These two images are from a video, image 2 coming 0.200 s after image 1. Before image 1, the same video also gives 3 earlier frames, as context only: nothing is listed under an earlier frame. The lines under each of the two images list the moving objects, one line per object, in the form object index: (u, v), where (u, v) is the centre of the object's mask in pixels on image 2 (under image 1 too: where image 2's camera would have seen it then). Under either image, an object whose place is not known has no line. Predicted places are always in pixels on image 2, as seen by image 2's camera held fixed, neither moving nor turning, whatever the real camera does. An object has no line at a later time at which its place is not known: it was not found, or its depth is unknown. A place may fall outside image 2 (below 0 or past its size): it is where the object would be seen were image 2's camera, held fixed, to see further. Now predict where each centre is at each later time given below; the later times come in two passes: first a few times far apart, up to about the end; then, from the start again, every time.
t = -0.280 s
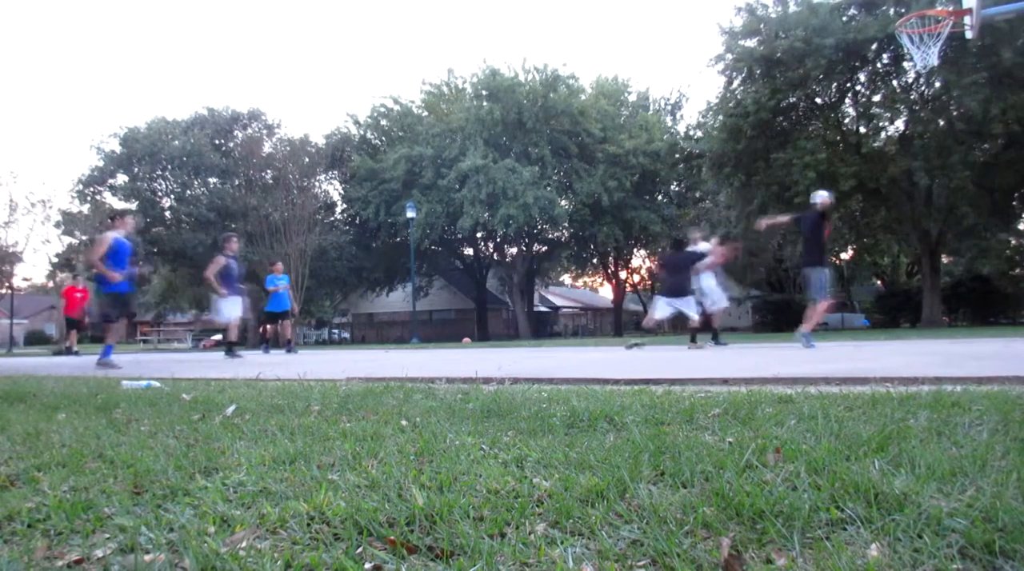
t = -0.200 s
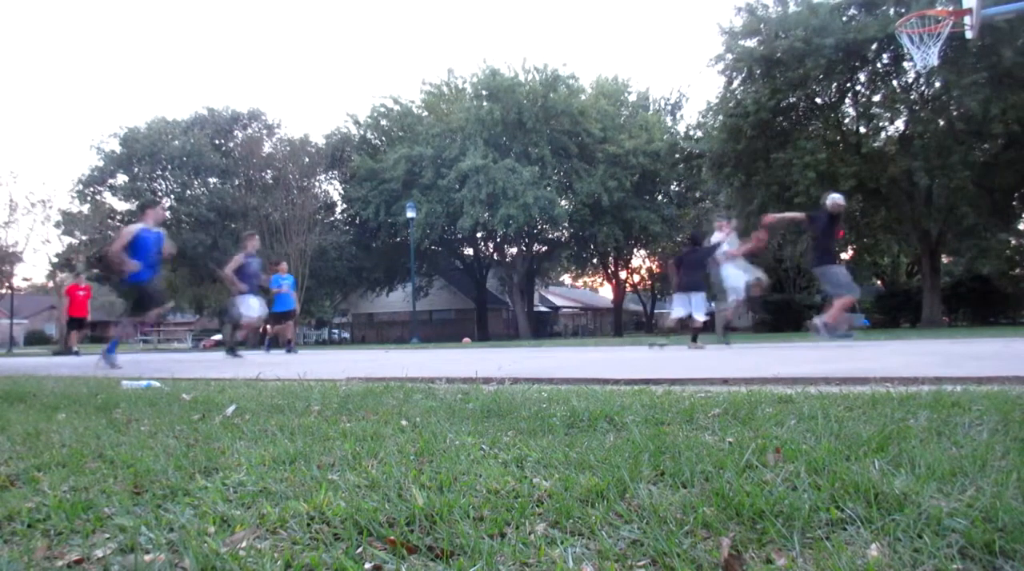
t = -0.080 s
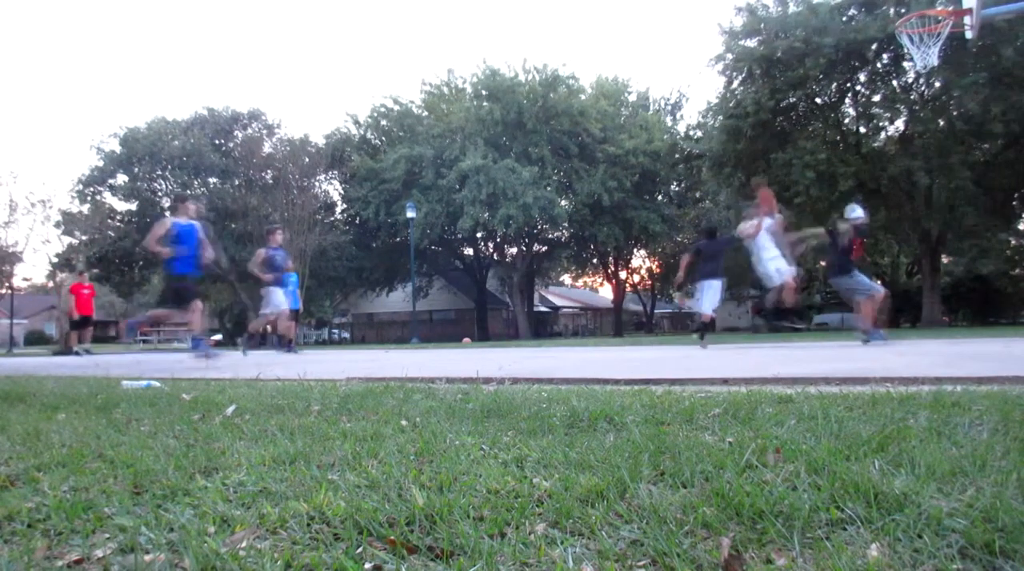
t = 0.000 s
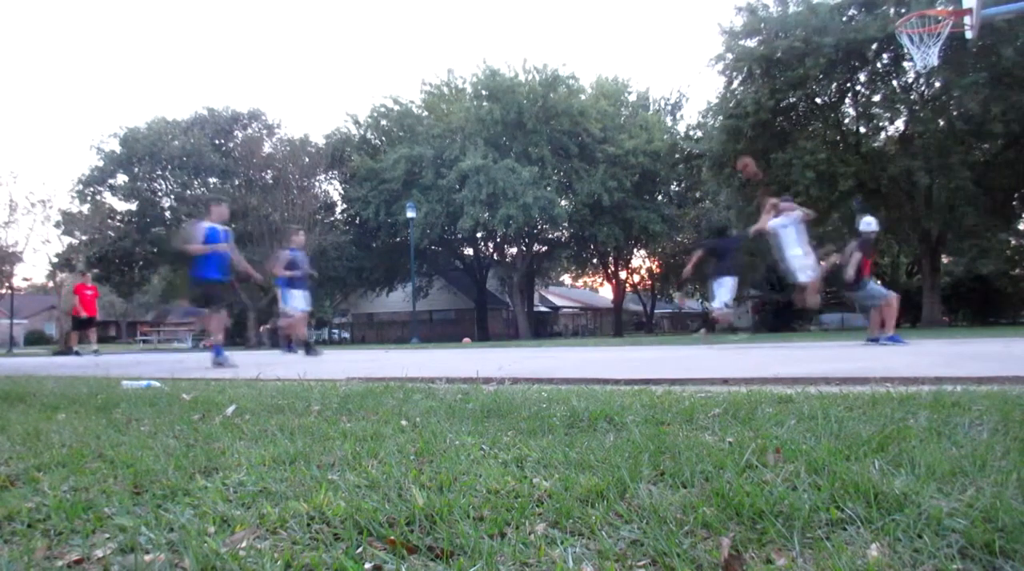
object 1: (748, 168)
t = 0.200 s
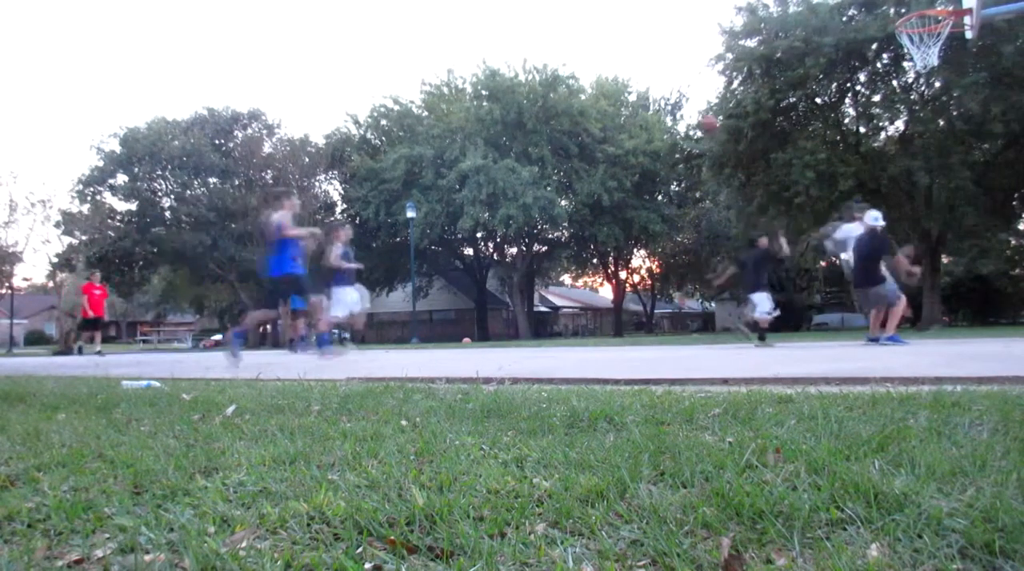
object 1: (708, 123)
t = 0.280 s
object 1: (694, 115)
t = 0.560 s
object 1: (641, 117)
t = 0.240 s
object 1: (700, 120)
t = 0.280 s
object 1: (694, 115)
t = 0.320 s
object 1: (686, 112)
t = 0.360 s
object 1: (679, 111)
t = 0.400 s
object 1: (672, 110)
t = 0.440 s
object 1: (662, 110)
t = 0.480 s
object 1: (654, 111)
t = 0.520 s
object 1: (647, 114)
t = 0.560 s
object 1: (641, 117)
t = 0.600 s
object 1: (629, 125)
